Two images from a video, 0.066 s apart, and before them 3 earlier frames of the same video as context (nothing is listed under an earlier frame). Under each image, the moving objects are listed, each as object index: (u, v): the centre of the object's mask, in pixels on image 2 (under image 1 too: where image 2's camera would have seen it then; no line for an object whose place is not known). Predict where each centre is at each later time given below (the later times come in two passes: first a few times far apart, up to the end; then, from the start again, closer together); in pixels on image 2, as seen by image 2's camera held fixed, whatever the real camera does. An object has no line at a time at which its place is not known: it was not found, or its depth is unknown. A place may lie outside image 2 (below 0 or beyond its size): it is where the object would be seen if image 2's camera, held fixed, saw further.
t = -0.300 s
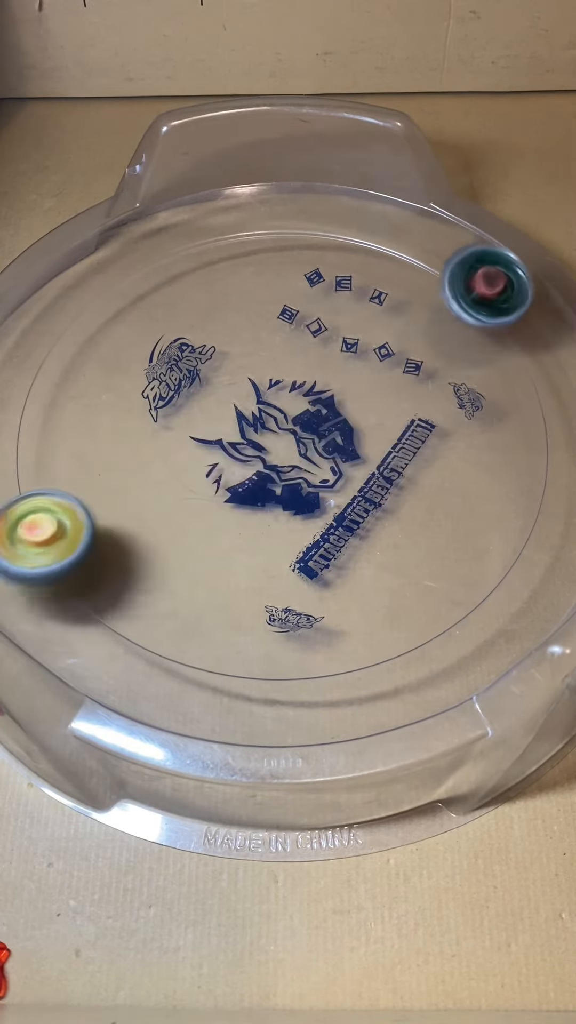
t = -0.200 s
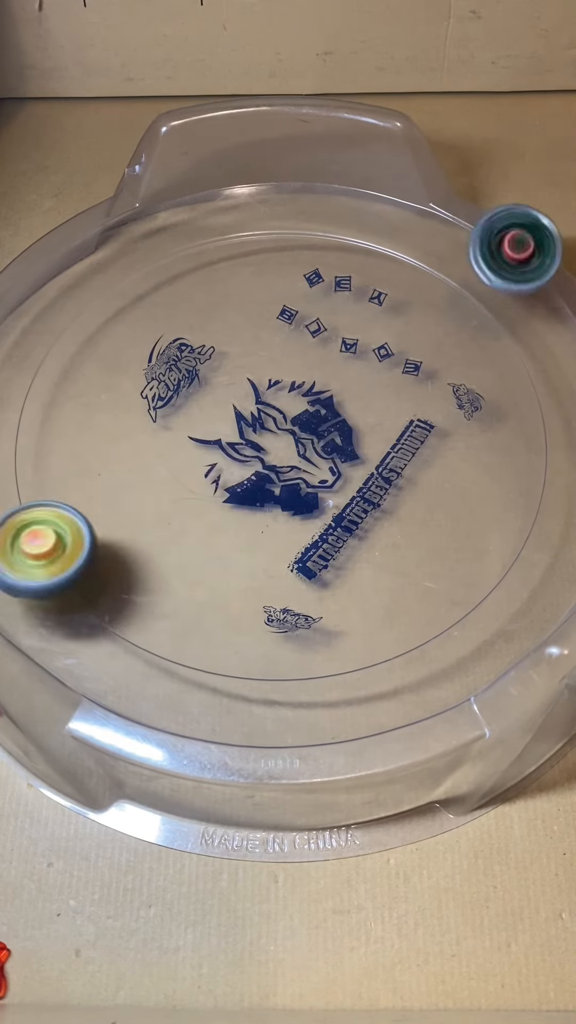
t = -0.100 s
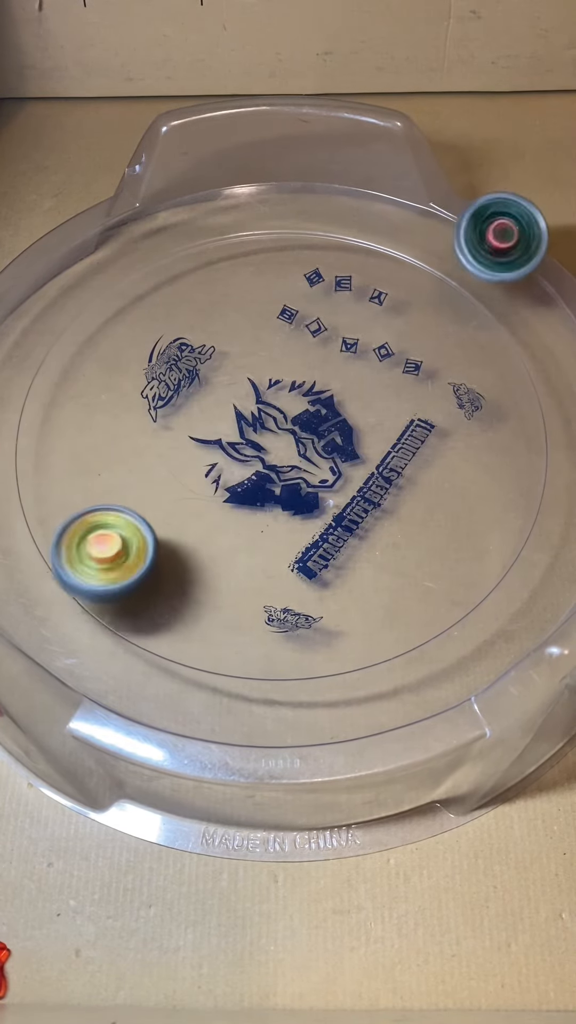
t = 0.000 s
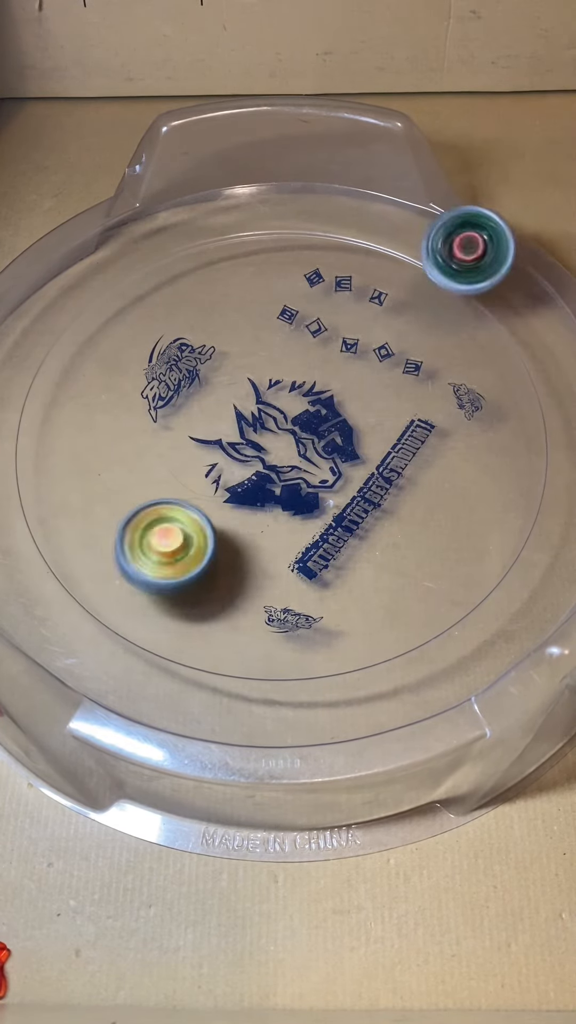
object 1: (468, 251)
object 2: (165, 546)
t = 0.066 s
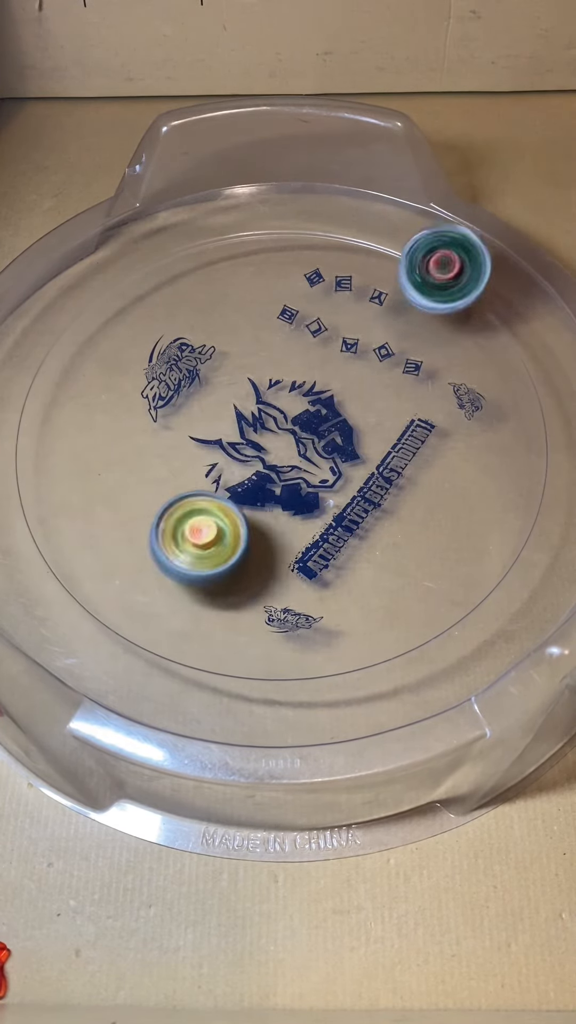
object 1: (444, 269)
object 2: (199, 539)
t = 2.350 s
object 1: (263, 519)
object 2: (326, 298)
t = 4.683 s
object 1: (311, 376)
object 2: (265, 461)
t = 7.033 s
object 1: (239, 441)
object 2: (341, 480)
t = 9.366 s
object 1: (299, 487)
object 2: (304, 375)
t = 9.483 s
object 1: (309, 501)
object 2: (302, 380)
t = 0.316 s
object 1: (339, 386)
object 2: (283, 495)
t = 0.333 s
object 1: (334, 395)
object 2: (286, 491)
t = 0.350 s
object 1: (330, 404)
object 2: (291, 487)
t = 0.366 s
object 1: (334, 402)
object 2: (285, 497)
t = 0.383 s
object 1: (343, 389)
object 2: (272, 516)
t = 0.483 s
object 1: (382, 343)
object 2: (212, 592)
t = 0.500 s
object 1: (384, 341)
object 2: (206, 599)
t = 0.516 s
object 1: (385, 341)
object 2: (202, 605)
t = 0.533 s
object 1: (384, 341)
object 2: (200, 608)
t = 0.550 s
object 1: (382, 343)
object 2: (199, 611)
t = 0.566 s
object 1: (380, 344)
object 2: (201, 613)
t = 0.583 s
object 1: (377, 346)
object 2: (205, 612)
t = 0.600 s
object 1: (374, 348)
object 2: (209, 612)
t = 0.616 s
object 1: (370, 351)
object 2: (215, 610)
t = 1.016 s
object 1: (250, 477)
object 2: (341, 525)
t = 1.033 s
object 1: (245, 482)
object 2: (342, 521)
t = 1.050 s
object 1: (241, 486)
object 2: (342, 518)
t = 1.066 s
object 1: (238, 492)
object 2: (343, 514)
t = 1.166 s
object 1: (222, 514)
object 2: (342, 493)
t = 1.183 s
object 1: (220, 516)
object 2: (341, 490)
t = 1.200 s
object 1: (219, 518)
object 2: (341, 486)
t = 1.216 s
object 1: (217, 520)
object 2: (340, 482)
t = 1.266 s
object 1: (214, 523)
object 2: (336, 471)
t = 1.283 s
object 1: (213, 524)
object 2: (334, 469)
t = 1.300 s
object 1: (212, 524)
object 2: (333, 465)
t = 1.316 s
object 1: (213, 524)
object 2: (331, 462)
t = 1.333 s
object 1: (213, 524)
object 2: (330, 460)
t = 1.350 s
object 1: (214, 524)
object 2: (328, 457)
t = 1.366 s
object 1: (214, 523)
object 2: (326, 455)
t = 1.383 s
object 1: (215, 522)
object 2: (324, 453)
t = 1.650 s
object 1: (236, 496)
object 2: (296, 426)
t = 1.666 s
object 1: (239, 492)
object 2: (295, 425)
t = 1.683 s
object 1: (234, 494)
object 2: (300, 416)
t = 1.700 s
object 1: (225, 498)
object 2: (308, 406)
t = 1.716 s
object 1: (218, 501)
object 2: (315, 396)
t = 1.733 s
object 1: (214, 502)
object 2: (319, 388)
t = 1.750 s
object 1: (212, 502)
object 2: (324, 381)
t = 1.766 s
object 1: (211, 501)
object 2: (327, 375)
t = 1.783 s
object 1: (211, 500)
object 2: (329, 371)
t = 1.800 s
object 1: (211, 499)
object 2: (330, 368)
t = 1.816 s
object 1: (213, 498)
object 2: (330, 365)
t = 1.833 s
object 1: (215, 497)
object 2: (330, 363)
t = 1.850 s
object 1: (216, 496)
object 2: (329, 361)
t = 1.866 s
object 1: (218, 495)
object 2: (328, 359)
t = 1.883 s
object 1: (220, 494)
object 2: (326, 357)
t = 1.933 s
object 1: (227, 490)
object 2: (322, 354)
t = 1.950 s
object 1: (229, 488)
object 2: (321, 353)
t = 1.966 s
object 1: (232, 486)
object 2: (320, 352)
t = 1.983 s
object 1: (235, 484)
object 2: (319, 352)
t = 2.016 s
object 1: (242, 478)
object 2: (316, 351)
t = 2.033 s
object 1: (246, 475)
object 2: (315, 350)
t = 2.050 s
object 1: (250, 471)
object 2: (314, 350)
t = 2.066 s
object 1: (253, 468)
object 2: (313, 351)
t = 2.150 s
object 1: (271, 447)
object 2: (305, 356)
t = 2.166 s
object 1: (275, 443)
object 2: (304, 357)
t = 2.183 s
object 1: (279, 439)
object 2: (303, 358)
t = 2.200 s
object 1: (277, 447)
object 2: (305, 350)
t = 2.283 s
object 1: (261, 500)
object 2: (324, 302)
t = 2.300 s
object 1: (260, 507)
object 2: (325, 299)
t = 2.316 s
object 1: (260, 512)
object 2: (326, 298)
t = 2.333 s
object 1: (261, 516)
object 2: (326, 298)
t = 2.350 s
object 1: (263, 519)
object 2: (326, 298)
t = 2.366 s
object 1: (266, 521)
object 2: (326, 299)
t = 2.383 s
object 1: (270, 523)
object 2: (325, 301)
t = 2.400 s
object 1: (274, 525)
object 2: (323, 303)
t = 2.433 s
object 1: (283, 527)
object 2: (321, 306)
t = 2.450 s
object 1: (286, 528)
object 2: (319, 309)
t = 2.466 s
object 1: (290, 528)
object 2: (318, 311)
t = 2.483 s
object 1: (293, 529)
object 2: (316, 314)
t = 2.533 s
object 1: (301, 528)
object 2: (311, 321)
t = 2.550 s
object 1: (304, 528)
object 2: (310, 323)
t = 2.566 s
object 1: (305, 528)
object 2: (309, 326)
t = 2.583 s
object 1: (307, 527)
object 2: (308, 329)
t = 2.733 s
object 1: (319, 516)
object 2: (303, 363)
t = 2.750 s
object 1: (320, 515)
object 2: (303, 367)
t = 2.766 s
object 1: (321, 514)
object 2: (302, 371)
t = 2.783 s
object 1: (322, 512)
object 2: (302, 375)
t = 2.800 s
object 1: (322, 511)
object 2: (301, 379)
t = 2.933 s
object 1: (329, 491)
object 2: (298, 409)
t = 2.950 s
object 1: (330, 489)
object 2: (297, 411)
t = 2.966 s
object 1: (333, 497)
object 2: (294, 406)
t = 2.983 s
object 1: (337, 505)
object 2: (289, 397)
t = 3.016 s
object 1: (340, 516)
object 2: (281, 384)
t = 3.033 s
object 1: (341, 519)
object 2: (278, 379)
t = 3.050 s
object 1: (342, 520)
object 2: (274, 377)
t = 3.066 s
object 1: (344, 521)
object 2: (271, 375)
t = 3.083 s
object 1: (343, 520)
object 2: (269, 375)
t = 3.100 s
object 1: (344, 519)
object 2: (266, 377)
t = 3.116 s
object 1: (345, 519)
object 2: (263, 378)
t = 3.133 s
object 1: (346, 517)
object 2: (261, 381)
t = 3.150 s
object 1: (347, 517)
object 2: (258, 384)
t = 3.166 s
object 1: (347, 516)
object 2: (256, 388)
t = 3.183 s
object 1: (348, 515)
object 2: (254, 391)
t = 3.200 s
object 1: (348, 514)
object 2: (251, 394)
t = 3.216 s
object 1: (348, 512)
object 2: (249, 398)
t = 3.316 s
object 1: (349, 504)
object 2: (236, 415)
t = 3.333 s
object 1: (348, 503)
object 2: (235, 418)
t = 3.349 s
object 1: (348, 501)
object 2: (233, 420)
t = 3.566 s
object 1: (329, 460)
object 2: (216, 447)
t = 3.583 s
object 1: (326, 456)
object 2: (215, 449)
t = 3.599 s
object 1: (324, 452)
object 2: (214, 450)
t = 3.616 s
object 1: (321, 448)
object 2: (214, 452)
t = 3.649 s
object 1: (315, 441)
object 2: (213, 455)
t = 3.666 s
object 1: (312, 436)
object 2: (213, 456)
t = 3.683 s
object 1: (308, 432)
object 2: (213, 457)
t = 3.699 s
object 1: (306, 429)
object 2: (214, 458)
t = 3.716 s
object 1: (303, 425)
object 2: (214, 459)
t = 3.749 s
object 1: (299, 416)
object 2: (215, 460)
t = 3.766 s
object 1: (296, 412)
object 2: (216, 461)
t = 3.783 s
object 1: (294, 408)
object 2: (217, 461)
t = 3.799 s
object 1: (292, 405)
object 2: (218, 461)
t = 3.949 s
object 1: (274, 378)
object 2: (234, 460)
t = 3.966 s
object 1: (272, 376)
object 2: (236, 460)
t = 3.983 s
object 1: (271, 373)
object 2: (237, 459)
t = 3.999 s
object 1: (270, 372)
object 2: (238, 459)
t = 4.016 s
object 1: (270, 371)
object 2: (239, 457)
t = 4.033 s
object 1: (270, 370)
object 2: (240, 456)
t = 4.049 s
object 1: (269, 370)
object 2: (241, 454)
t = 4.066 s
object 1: (268, 369)
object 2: (241, 453)
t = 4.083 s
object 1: (268, 369)
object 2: (242, 451)
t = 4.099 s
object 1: (268, 369)
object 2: (241, 451)
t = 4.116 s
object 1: (273, 359)
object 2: (237, 459)
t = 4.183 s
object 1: (283, 337)
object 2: (229, 475)
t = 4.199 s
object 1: (284, 333)
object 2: (230, 476)
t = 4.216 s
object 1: (285, 330)
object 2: (230, 477)
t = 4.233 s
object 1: (286, 328)
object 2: (232, 477)
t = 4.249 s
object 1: (287, 325)
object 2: (233, 477)
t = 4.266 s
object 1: (287, 324)
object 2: (235, 477)
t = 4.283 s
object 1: (289, 322)
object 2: (237, 477)
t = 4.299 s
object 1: (290, 321)
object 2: (239, 477)
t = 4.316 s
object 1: (291, 321)
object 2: (241, 476)
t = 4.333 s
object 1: (292, 320)
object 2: (242, 476)
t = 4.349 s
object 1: (293, 321)
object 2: (244, 475)
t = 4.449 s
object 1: (294, 328)
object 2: (254, 470)
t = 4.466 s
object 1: (294, 329)
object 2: (255, 468)
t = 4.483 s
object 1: (294, 331)
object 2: (257, 468)
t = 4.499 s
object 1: (295, 333)
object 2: (258, 466)
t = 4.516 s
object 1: (296, 336)
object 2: (259, 466)
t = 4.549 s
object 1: (298, 341)
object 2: (261, 463)
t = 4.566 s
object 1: (299, 346)
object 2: (263, 463)
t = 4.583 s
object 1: (301, 350)
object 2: (263, 461)
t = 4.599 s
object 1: (302, 355)
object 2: (265, 461)
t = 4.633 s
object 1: (304, 365)
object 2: (267, 458)
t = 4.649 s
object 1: (305, 371)
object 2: (268, 457)
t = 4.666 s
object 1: (307, 375)
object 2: (268, 456)
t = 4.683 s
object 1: (311, 376)
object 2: (265, 461)
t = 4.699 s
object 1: (322, 368)
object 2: (257, 472)
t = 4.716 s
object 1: (331, 361)
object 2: (249, 482)
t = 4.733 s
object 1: (339, 355)
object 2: (243, 490)
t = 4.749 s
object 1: (345, 353)
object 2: (238, 497)
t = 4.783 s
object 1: (355, 350)
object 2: (232, 505)
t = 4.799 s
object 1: (357, 351)
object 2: (230, 506)
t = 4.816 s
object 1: (358, 352)
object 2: (231, 508)
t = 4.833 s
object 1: (359, 354)
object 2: (231, 509)
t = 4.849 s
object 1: (357, 355)
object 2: (232, 510)
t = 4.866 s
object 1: (355, 357)
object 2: (233, 511)
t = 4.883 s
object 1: (354, 359)
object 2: (234, 512)
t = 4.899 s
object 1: (352, 361)
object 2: (236, 513)
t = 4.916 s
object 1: (351, 364)
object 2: (237, 514)
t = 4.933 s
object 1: (350, 367)
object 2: (239, 514)
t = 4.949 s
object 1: (348, 371)
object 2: (240, 516)
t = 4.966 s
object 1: (346, 374)
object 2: (242, 516)
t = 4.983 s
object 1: (344, 378)
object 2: (243, 517)
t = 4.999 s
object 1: (341, 383)
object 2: (245, 517)
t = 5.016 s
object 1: (338, 387)
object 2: (246, 517)
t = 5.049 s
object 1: (333, 397)
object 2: (249, 516)
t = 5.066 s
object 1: (330, 402)
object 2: (251, 516)
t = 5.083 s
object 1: (326, 406)
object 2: (252, 515)
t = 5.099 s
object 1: (323, 411)
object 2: (254, 514)
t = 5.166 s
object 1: (310, 428)
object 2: (258, 509)
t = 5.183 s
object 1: (305, 433)
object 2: (259, 508)
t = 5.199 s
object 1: (304, 434)
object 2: (257, 510)
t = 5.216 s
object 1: (303, 434)
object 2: (255, 511)
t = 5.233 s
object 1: (301, 436)
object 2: (253, 512)
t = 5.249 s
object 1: (298, 437)
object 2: (253, 512)
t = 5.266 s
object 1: (297, 437)
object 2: (250, 514)
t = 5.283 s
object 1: (295, 438)
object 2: (248, 514)
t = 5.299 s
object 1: (293, 438)
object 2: (246, 515)
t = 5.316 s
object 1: (291, 439)
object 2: (246, 514)
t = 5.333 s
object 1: (291, 436)
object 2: (242, 517)
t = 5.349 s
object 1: (294, 428)
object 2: (236, 523)
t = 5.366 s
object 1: (297, 420)
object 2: (231, 528)
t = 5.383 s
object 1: (298, 415)
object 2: (227, 530)
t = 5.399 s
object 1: (299, 411)
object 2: (225, 532)
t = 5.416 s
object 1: (298, 407)
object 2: (225, 533)
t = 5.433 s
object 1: (298, 404)
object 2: (224, 533)
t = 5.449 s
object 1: (296, 401)
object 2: (224, 533)
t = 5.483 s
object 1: (293, 396)
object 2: (225, 532)
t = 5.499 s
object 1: (292, 394)
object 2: (224, 531)
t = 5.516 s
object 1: (290, 392)
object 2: (225, 530)
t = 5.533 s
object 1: (288, 390)
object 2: (226, 529)
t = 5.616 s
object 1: (282, 381)
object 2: (231, 520)
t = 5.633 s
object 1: (282, 380)
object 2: (232, 518)
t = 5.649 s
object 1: (281, 379)
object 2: (234, 516)
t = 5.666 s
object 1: (281, 379)
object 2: (236, 514)
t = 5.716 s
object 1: (278, 379)
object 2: (241, 508)
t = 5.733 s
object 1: (277, 379)
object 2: (243, 506)
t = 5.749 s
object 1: (277, 379)
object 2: (245, 504)
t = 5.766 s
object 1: (276, 379)
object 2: (246, 501)
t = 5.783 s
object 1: (275, 379)
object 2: (249, 499)
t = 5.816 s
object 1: (274, 380)
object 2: (252, 494)
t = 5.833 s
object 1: (273, 380)
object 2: (253, 492)
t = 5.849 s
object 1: (274, 380)
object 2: (255, 489)
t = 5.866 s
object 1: (273, 381)
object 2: (257, 487)
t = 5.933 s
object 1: (272, 384)
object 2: (262, 478)
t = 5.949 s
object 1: (272, 385)
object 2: (264, 475)
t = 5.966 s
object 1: (272, 386)
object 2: (264, 473)
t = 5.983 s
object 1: (271, 385)
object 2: (266, 472)
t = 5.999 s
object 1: (272, 379)
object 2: (265, 476)
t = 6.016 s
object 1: (273, 376)
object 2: (266, 479)
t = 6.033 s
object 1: (275, 375)
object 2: (266, 480)
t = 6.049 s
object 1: (276, 375)
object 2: (267, 481)
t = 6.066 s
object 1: (276, 376)
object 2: (268, 480)
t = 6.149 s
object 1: (274, 379)
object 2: (276, 472)
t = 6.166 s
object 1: (274, 380)
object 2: (278, 470)
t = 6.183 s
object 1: (273, 381)
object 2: (280, 468)
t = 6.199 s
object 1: (273, 381)
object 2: (282, 467)
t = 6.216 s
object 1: (274, 376)
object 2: (283, 472)
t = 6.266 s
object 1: (278, 348)
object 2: (287, 504)
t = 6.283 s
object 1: (278, 342)
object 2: (288, 511)
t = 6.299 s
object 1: (279, 338)
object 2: (289, 516)
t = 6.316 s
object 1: (279, 336)
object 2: (291, 520)
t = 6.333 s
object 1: (278, 335)
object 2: (294, 523)
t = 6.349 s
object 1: (278, 334)
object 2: (297, 524)
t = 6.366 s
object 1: (279, 333)
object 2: (299, 524)
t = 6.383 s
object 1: (279, 333)
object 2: (303, 524)
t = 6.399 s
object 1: (278, 334)
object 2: (307, 524)
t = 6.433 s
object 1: (278, 333)
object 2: (313, 524)
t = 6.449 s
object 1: (277, 334)
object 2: (316, 523)
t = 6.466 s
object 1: (276, 334)
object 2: (319, 523)
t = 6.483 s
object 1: (277, 335)
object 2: (321, 523)
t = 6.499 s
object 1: (276, 336)
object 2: (324, 522)
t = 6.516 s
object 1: (276, 337)
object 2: (326, 522)
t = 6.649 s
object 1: (275, 355)
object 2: (340, 516)
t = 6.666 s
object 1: (275, 359)
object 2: (340, 515)
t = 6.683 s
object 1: (275, 363)
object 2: (342, 515)
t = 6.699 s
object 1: (275, 367)
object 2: (343, 513)
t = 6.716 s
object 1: (275, 373)
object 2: (344, 513)
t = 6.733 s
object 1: (275, 377)
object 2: (344, 511)
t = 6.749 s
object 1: (274, 382)
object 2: (345, 510)
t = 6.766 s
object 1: (274, 387)
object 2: (345, 509)
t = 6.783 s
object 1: (273, 392)
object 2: (345, 508)
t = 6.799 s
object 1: (272, 396)
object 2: (344, 507)
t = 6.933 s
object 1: (264, 433)
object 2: (339, 490)
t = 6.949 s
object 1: (263, 437)
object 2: (339, 487)
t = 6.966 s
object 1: (261, 441)
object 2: (338, 486)
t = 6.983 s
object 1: (258, 442)
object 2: (339, 484)
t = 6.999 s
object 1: (251, 441)
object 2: (341, 483)
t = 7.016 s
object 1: (244, 443)
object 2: (341, 482)
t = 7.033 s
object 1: (239, 441)
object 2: (341, 480)
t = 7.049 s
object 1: (234, 444)
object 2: (340, 478)
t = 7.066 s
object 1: (230, 444)
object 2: (339, 476)
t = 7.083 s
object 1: (228, 444)
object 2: (337, 474)
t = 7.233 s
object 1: (193, 443)
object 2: (323, 460)
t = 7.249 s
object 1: (189, 443)
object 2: (322, 458)
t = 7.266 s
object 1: (187, 441)
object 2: (321, 457)
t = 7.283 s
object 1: (184, 439)
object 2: (319, 455)
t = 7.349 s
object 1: (176, 434)
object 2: (314, 448)
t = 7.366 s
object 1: (175, 432)
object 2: (312, 447)
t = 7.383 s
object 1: (175, 431)
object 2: (311, 445)
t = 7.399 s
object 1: (175, 430)
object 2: (310, 444)
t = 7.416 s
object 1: (175, 429)
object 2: (308, 442)
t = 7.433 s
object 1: (176, 428)
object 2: (308, 441)
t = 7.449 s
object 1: (177, 427)
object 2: (306, 439)
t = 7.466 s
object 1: (178, 426)
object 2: (306, 437)
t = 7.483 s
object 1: (179, 425)
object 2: (304, 436)
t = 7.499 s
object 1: (181, 425)
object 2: (303, 434)
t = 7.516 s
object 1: (183, 425)
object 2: (302, 432)
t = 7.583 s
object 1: (195, 421)
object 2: (299, 426)
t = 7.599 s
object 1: (198, 419)
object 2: (298, 424)
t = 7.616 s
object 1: (199, 419)
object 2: (300, 423)
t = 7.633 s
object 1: (193, 416)
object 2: (312, 422)
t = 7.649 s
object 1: (189, 413)
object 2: (322, 422)
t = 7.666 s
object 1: (187, 412)
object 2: (328, 422)
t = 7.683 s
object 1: (186, 410)
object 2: (335, 422)
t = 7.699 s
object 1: (188, 410)
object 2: (338, 422)
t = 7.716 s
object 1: (189, 411)
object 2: (342, 420)
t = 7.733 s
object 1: (190, 411)
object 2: (344, 419)
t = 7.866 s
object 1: (214, 420)
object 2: (352, 412)
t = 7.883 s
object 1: (219, 422)
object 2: (353, 411)
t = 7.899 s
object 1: (223, 424)
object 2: (354, 410)
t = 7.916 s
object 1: (227, 426)
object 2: (355, 410)
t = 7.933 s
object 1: (231, 427)
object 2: (356, 410)
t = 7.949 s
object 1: (236, 430)
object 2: (357, 410)
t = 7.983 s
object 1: (243, 435)
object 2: (358, 410)
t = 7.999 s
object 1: (247, 437)
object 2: (358, 410)
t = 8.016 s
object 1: (251, 439)
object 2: (359, 410)
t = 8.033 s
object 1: (254, 441)
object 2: (360, 410)
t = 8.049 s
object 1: (257, 444)
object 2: (360, 410)
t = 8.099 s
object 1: (269, 452)
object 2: (361, 411)
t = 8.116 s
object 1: (271, 454)
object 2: (361, 410)
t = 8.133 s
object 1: (275, 457)
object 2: (361, 411)
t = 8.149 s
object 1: (278, 459)
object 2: (361, 411)
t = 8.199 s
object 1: (287, 467)
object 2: (361, 412)
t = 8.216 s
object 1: (289, 470)
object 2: (360, 413)
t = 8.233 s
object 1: (291, 473)
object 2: (359, 414)
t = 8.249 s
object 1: (293, 475)
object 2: (358, 415)
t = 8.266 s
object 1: (295, 479)
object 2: (358, 415)
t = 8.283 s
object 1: (291, 486)
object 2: (358, 415)
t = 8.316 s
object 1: (286, 496)
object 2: (359, 414)
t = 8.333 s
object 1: (284, 500)
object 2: (358, 415)
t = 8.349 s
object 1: (283, 502)
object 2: (357, 415)
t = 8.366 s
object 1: (282, 504)
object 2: (356, 416)
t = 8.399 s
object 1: (280, 508)
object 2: (351, 418)
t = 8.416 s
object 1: (279, 511)
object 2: (349, 419)
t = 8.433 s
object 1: (277, 513)
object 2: (347, 420)
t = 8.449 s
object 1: (275, 514)
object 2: (344, 421)
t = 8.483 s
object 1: (270, 518)
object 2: (340, 423)
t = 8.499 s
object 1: (268, 519)
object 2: (337, 424)
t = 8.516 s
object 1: (266, 520)
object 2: (336, 425)
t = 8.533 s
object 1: (263, 520)
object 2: (333, 426)
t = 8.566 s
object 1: (257, 519)
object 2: (328, 427)
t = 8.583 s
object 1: (254, 519)
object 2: (326, 427)
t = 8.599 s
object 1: (251, 519)
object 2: (323, 428)
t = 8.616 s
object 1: (248, 518)
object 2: (321, 428)
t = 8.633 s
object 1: (245, 516)
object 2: (319, 429)
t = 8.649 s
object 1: (243, 515)
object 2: (316, 429)
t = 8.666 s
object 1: (241, 513)
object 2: (314, 430)
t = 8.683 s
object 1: (238, 511)
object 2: (312, 430)
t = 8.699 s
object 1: (237, 508)
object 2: (309, 430)
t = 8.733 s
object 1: (236, 503)
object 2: (305, 431)
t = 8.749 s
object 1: (234, 500)
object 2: (303, 431)
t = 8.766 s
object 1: (233, 496)
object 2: (300, 431)
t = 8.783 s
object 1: (234, 492)
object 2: (298, 432)
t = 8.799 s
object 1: (229, 495)
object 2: (301, 428)
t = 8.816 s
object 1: (223, 495)
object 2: (307, 422)
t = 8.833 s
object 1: (216, 494)
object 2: (313, 416)
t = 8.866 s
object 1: (209, 493)
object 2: (322, 408)
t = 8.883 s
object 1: (207, 493)
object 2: (325, 406)
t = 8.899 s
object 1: (207, 493)
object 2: (327, 404)
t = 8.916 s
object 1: (207, 492)
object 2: (328, 402)
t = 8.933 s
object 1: (207, 490)
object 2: (328, 401)
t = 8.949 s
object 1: (211, 487)
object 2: (328, 400)
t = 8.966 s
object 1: (214, 485)
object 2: (327, 398)
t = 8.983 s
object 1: (218, 482)
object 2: (326, 397)
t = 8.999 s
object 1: (223, 481)
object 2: (323, 395)
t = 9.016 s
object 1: (228, 480)
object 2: (322, 394)
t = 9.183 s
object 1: (266, 476)
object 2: (312, 381)
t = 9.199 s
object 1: (269, 476)
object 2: (311, 380)
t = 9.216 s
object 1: (274, 476)
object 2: (310, 379)
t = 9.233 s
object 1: (278, 478)
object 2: (309, 378)
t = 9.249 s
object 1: (281, 479)
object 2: (309, 377)
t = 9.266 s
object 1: (283, 479)
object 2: (308, 377)
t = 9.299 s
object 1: (290, 482)
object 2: (306, 376)
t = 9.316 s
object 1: (292, 483)
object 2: (305, 375)
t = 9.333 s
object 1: (294, 484)
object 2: (305, 375)
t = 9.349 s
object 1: (296, 485)
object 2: (304, 375)
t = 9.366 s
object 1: (299, 487)
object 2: (304, 375)
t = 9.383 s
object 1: (301, 489)
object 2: (303, 375)
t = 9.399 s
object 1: (303, 491)
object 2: (303, 376)
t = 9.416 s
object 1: (304, 493)
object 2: (303, 376)
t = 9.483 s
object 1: (309, 501)
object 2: (302, 380)
